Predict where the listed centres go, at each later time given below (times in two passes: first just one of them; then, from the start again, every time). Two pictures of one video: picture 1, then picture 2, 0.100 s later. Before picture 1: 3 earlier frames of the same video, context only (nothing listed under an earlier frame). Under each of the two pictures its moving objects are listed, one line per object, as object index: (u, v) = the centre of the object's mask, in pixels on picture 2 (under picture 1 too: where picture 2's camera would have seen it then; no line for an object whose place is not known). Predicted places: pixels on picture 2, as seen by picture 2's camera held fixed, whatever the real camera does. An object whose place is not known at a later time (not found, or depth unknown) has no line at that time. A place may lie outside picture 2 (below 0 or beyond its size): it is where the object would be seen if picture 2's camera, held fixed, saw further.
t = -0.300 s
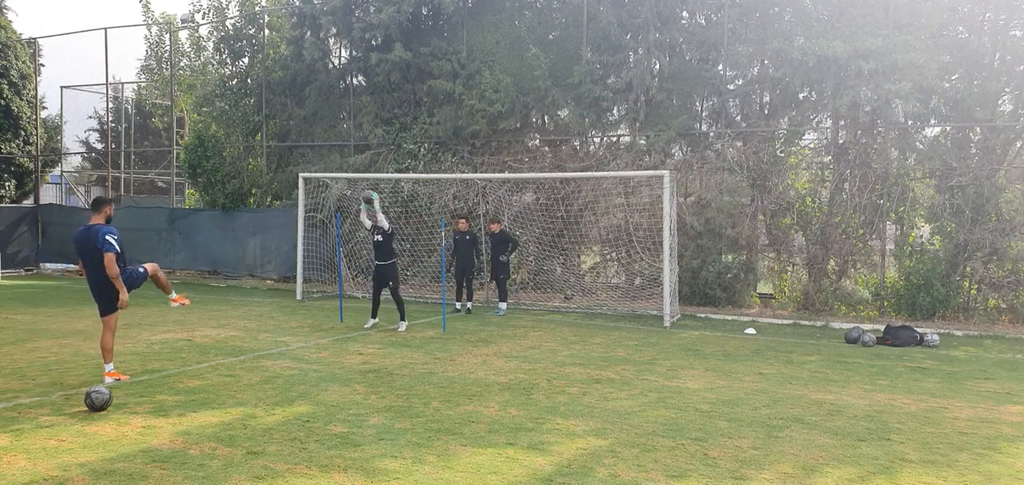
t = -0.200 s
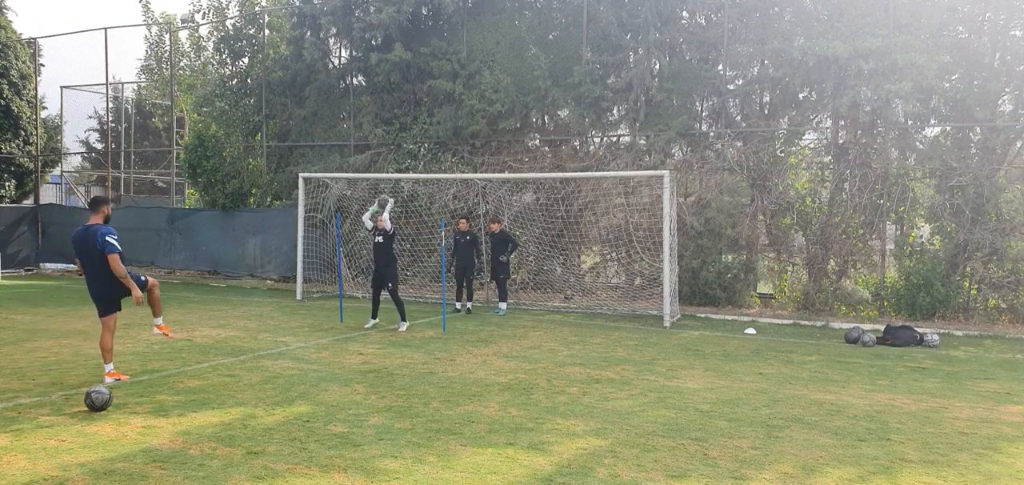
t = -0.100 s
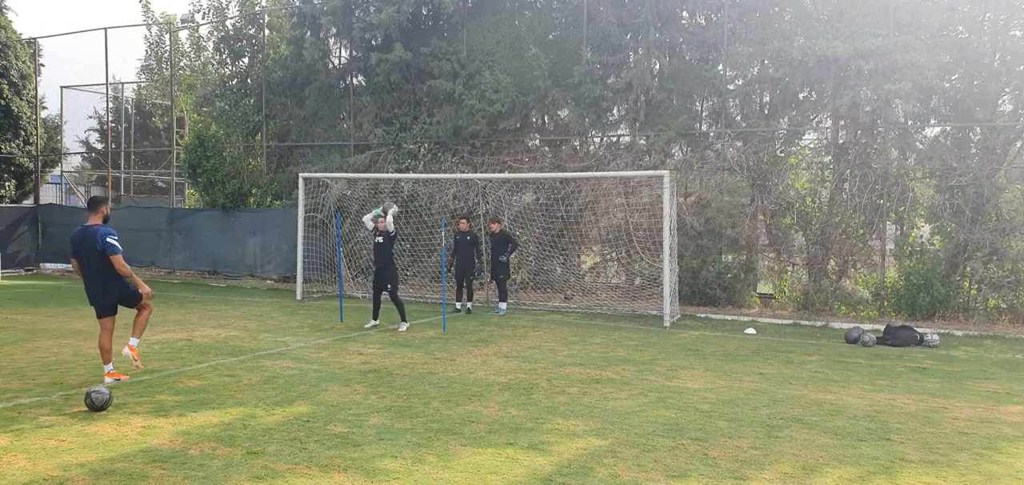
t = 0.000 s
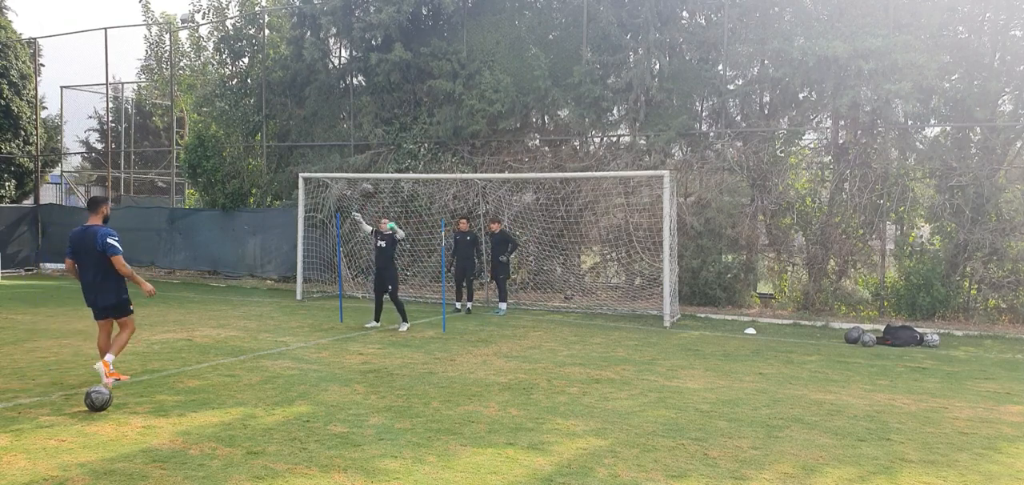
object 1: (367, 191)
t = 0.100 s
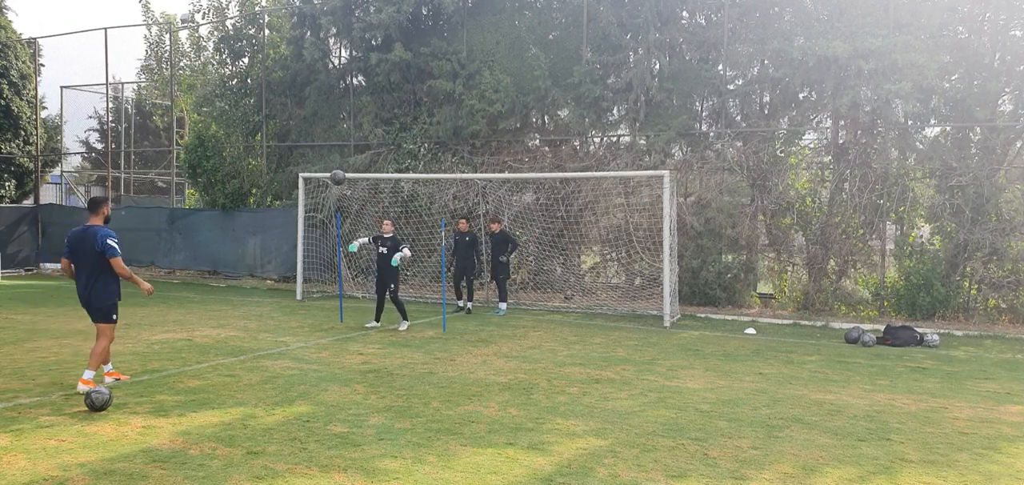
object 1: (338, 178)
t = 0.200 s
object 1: (305, 171)
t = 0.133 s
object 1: (327, 174)
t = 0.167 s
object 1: (316, 172)
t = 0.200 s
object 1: (305, 171)
